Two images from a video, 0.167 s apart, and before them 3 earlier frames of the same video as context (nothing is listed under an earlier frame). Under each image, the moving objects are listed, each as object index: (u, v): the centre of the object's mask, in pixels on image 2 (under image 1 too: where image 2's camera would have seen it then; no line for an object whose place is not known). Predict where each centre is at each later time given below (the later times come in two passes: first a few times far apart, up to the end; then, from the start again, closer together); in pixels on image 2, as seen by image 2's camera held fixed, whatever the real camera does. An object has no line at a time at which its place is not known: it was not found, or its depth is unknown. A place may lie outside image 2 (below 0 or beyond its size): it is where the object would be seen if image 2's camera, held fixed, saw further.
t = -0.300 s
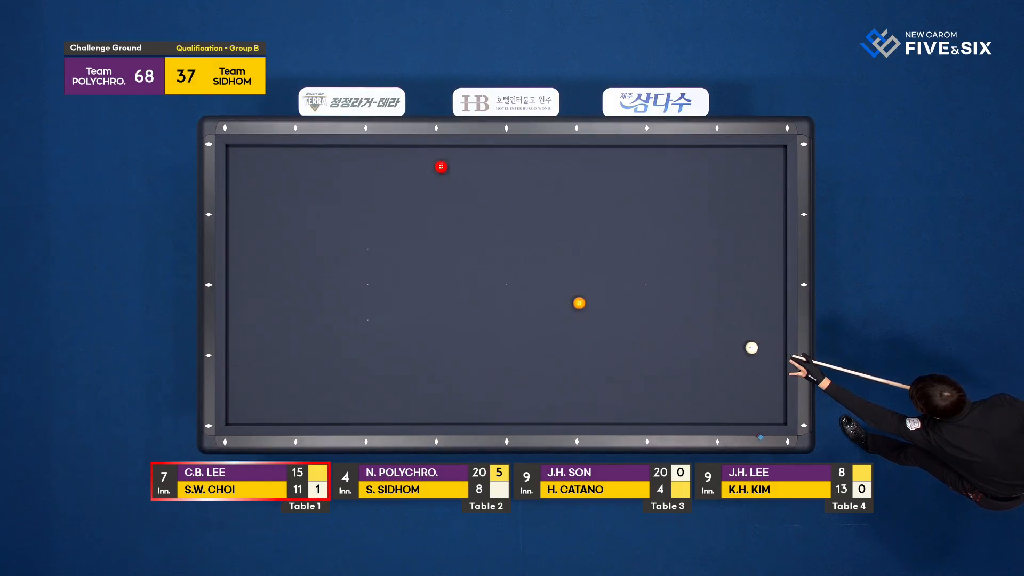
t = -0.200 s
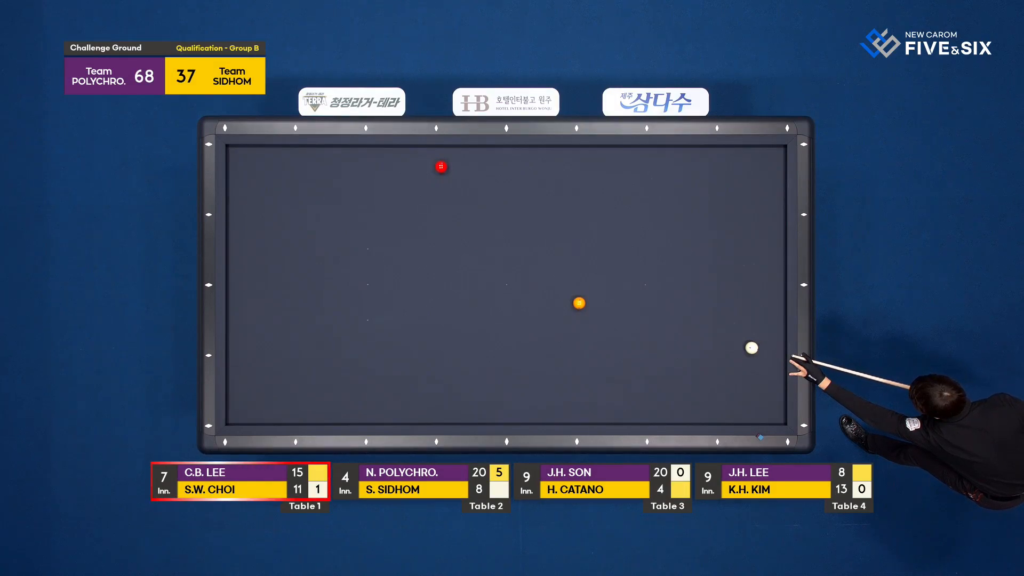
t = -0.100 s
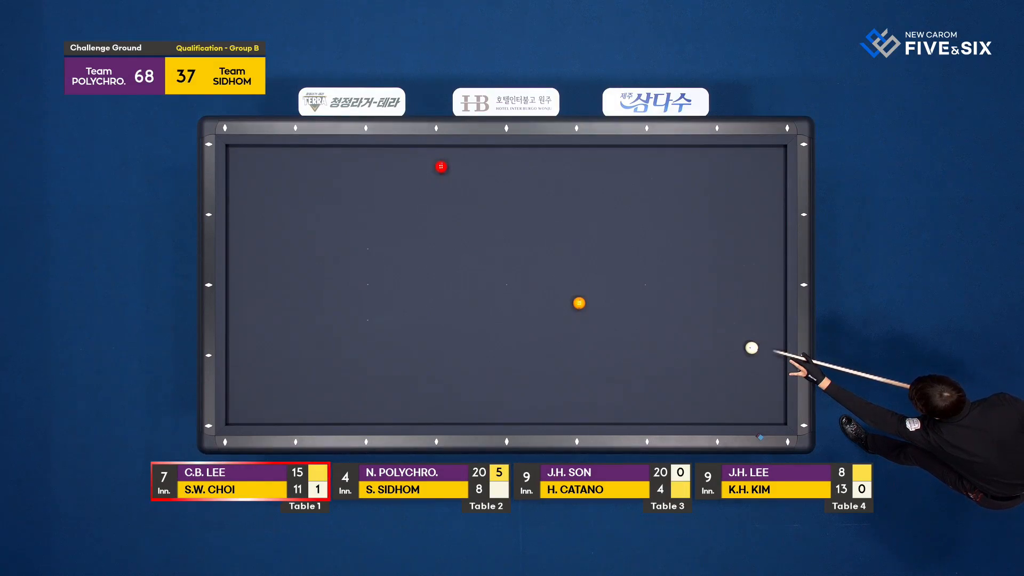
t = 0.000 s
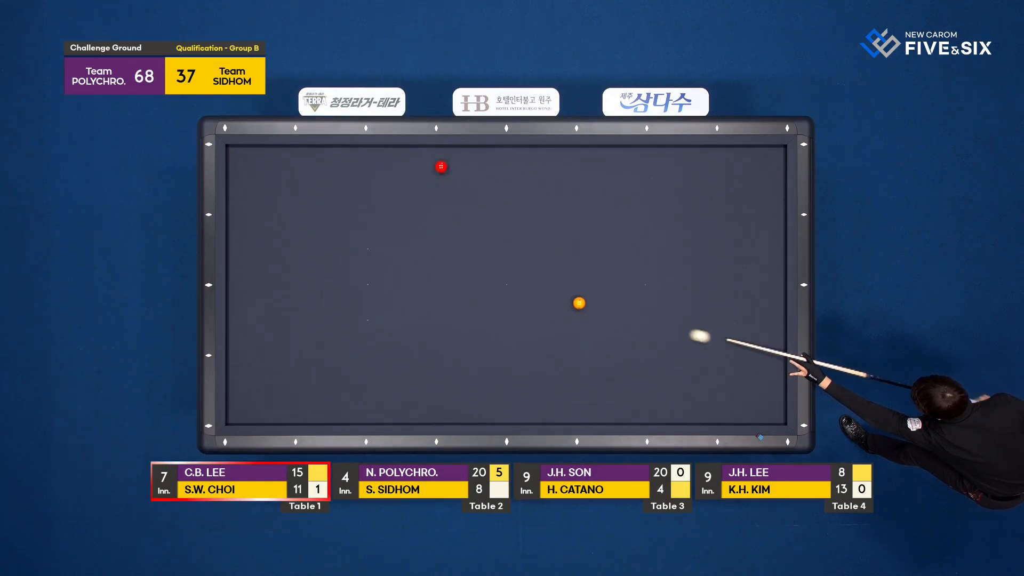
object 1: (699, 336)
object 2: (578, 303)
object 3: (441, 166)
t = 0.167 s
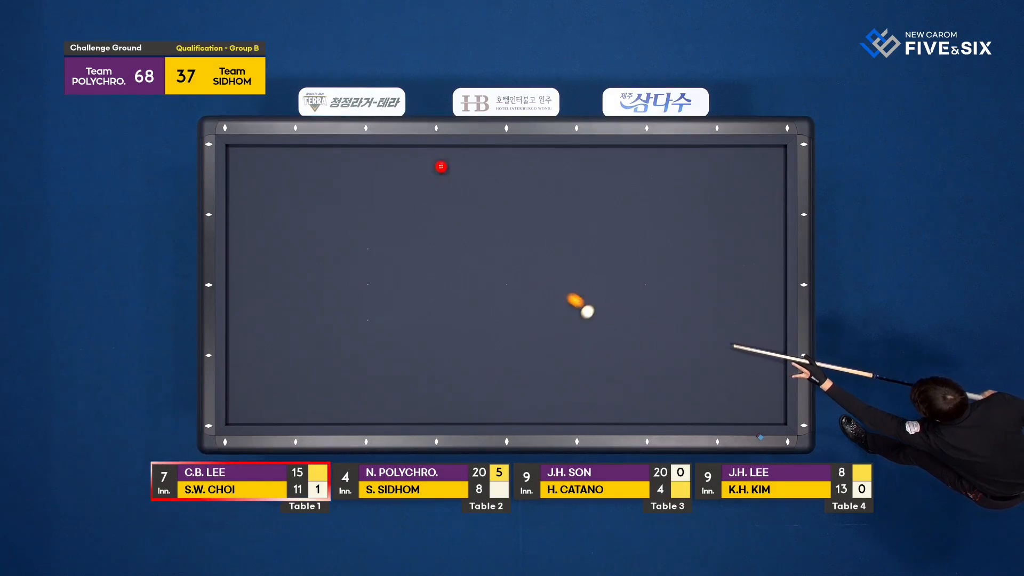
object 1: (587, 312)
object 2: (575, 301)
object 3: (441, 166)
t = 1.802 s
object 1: (331, 386)
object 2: (357, 317)
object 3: (441, 166)
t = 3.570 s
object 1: (320, 260)
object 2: (614, 341)
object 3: (441, 166)
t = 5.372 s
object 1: (433, 161)
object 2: (744, 214)
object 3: (447, 169)
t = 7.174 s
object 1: (462, 164)
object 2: (636, 184)
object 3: (523, 210)
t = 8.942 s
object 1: (467, 164)
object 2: (573, 229)
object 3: (559, 245)
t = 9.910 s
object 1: (467, 164)
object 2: (573, 229)
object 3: (549, 270)
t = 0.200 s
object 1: (582, 318)
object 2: (558, 289)
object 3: (441, 166)
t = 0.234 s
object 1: (576, 323)
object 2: (541, 279)
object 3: (441, 166)
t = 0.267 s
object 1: (571, 328)
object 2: (525, 268)
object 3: (441, 166)
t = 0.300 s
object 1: (566, 333)
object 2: (509, 257)
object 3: (441, 166)
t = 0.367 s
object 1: (556, 342)
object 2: (478, 237)
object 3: (441, 166)
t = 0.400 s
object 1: (551, 345)
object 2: (463, 227)
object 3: (441, 166)
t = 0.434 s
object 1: (546, 349)
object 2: (448, 217)
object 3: (441, 166)
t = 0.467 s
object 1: (541, 352)
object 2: (434, 208)
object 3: (441, 166)
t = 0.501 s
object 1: (536, 356)
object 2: (420, 198)
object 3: (441, 166)
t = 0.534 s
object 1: (531, 359)
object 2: (406, 189)
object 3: (441, 166)
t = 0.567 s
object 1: (526, 363)
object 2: (393, 180)
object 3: (441, 166)
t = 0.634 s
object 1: (516, 370)
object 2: (367, 163)
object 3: (441, 166)
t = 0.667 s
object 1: (511, 373)
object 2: (354, 155)
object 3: (441, 166)
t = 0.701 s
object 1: (507, 377)
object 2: (343, 153)
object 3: (441, 166)
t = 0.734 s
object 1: (502, 380)
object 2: (334, 159)
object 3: (441, 166)
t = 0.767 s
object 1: (497, 384)
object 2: (324, 166)
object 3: (441, 166)
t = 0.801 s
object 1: (492, 387)
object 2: (314, 172)
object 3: (441, 166)
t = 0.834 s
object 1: (487, 391)
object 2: (305, 178)
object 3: (441, 166)
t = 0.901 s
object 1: (477, 398)
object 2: (285, 188)
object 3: (441, 166)
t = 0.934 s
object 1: (473, 401)
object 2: (276, 192)
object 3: (441, 166)
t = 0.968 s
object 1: (468, 404)
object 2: (266, 197)
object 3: (441, 166)
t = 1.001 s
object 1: (463, 408)
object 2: (257, 201)
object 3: (441, 166)
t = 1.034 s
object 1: (458, 411)
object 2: (247, 205)
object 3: (441, 166)
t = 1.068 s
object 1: (454, 415)
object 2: (237, 209)
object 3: (441, 166)
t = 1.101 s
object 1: (449, 418)
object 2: (233, 213)
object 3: (441, 166)
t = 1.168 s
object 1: (438, 415)
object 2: (248, 224)
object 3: (441, 166)
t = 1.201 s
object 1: (432, 413)
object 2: (256, 229)
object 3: (441, 166)
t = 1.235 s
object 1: (426, 411)
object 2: (263, 234)
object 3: (441, 166)
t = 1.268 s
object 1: (421, 410)
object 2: (270, 239)
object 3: (441, 166)
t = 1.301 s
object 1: (415, 408)
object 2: (276, 244)
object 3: (441, 166)
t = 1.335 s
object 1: (409, 407)
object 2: (282, 249)
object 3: (441, 166)
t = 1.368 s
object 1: (404, 405)
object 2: (287, 254)
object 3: (441, 166)
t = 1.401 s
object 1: (398, 404)
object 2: (293, 259)
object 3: (441, 166)
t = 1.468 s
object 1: (387, 401)
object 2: (304, 268)
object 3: (441, 166)
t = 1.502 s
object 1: (381, 400)
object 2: (309, 273)
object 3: (441, 166)
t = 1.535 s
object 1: (376, 398)
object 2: (315, 278)
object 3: (441, 166)
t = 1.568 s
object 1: (370, 397)
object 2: (320, 283)
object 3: (441, 166)
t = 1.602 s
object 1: (364, 395)
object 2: (325, 288)
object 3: (441, 166)
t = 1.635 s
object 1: (359, 394)
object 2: (331, 293)
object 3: (441, 166)
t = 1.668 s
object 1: (353, 392)
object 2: (336, 298)
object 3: (441, 166)
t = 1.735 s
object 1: (342, 389)
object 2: (347, 307)
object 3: (441, 166)
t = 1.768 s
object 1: (337, 388)
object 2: (352, 312)
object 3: (441, 166)
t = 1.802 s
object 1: (331, 386)
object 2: (357, 317)
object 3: (441, 166)
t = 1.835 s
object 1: (326, 385)
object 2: (362, 321)
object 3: (441, 166)
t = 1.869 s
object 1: (320, 384)
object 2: (368, 326)
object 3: (441, 166)
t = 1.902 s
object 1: (315, 382)
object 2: (373, 331)
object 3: (441, 166)
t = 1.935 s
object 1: (309, 381)
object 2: (378, 336)
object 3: (441, 166)
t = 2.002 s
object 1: (299, 378)
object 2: (389, 345)
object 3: (441, 166)
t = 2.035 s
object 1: (293, 376)
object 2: (394, 350)
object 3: (441, 166)
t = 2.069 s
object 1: (288, 375)
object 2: (399, 354)
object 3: (441, 166)
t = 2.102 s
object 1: (282, 374)
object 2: (404, 359)
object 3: (441, 166)
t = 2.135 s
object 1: (277, 372)
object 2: (410, 364)
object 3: (441, 166)
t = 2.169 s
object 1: (271, 371)
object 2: (415, 369)
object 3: (441, 166)
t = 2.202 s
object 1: (266, 369)
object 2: (420, 373)
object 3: (441, 166)
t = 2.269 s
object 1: (255, 367)
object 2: (430, 382)
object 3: (441, 166)
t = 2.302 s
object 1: (250, 365)
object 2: (436, 387)
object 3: (441, 166)
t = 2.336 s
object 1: (245, 364)
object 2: (440, 392)
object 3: (441, 166)
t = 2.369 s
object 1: (239, 362)
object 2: (446, 396)
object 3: (441, 166)
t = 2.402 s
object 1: (234, 361)
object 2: (451, 401)
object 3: (441, 166)
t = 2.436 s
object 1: (233, 359)
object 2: (456, 406)
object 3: (441, 166)
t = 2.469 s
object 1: (237, 356)
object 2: (461, 410)
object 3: (441, 166)
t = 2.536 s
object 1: (244, 349)
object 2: (471, 419)
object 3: (441, 166)
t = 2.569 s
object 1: (248, 346)
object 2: (476, 416)
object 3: (441, 166)
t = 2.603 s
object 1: (250, 343)
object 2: (481, 413)
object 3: (441, 166)
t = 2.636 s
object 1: (253, 340)
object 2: (485, 410)
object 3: (441, 166)
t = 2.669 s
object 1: (255, 337)
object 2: (490, 407)
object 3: (441, 166)
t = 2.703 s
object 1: (258, 334)
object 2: (495, 405)
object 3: (441, 166)
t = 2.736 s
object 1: (260, 331)
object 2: (500, 402)
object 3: (441, 166)
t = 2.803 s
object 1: (265, 325)
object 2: (509, 397)
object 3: (441, 166)
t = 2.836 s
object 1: (268, 322)
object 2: (514, 395)
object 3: (441, 166)
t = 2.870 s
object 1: (270, 319)
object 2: (518, 392)
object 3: (441, 166)
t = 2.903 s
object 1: (273, 316)
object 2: (522, 390)
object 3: (441, 166)
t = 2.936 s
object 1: (275, 314)
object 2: (528, 387)
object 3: (441, 166)
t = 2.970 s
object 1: (278, 311)
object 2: (532, 385)
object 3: (441, 166)
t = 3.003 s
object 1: (280, 308)
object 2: (537, 382)
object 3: (441, 166)
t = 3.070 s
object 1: (285, 302)
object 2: (546, 377)
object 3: (441, 166)
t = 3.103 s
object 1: (287, 299)
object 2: (550, 375)
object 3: (441, 166)
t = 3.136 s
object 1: (289, 296)
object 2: (555, 373)
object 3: (441, 166)
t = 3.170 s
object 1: (292, 294)
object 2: (560, 370)
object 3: (441, 166)
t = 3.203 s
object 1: (294, 291)
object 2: (564, 367)
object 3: (441, 166)
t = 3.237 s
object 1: (297, 288)
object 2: (569, 365)
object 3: (441, 166)
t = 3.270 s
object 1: (299, 285)
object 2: (573, 363)
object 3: (441, 166)
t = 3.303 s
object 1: (301, 282)
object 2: (578, 360)
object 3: (441, 166)
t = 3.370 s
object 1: (306, 277)
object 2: (587, 355)
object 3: (441, 166)
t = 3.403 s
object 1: (308, 274)
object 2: (591, 353)
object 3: (441, 166)
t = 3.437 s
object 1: (311, 271)
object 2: (596, 350)
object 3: (441, 166)
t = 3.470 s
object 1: (313, 268)
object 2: (600, 348)
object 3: (441, 166)
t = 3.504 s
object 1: (315, 266)
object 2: (605, 346)
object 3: (441, 166)
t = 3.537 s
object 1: (317, 263)
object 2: (609, 343)
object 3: (441, 166)
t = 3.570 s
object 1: (320, 260)
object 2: (614, 341)
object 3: (441, 166)
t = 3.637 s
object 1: (324, 255)
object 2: (623, 336)
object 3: (441, 166)
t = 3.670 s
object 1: (326, 252)
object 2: (627, 334)
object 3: (441, 166)
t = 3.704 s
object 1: (329, 249)
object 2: (632, 332)
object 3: (441, 166)
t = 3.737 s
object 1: (331, 247)
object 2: (636, 329)
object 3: (441, 166)
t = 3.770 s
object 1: (333, 244)
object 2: (640, 327)
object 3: (441, 166)
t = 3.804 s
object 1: (335, 241)
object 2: (645, 324)
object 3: (441, 166)
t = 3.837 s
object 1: (338, 239)
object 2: (649, 322)
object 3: (441, 166)
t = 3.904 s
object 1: (342, 233)
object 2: (658, 317)
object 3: (441, 166)
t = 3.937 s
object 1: (344, 230)
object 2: (662, 315)
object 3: (441, 166)
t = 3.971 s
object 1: (346, 228)
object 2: (667, 313)
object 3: (441, 166)
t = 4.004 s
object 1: (349, 225)
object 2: (671, 310)
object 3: (441, 166)
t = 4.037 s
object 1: (351, 223)
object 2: (675, 308)
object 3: (441, 166)
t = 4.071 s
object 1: (353, 220)
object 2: (679, 306)
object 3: (441, 166)
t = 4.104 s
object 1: (355, 217)
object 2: (684, 303)
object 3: (441, 166)
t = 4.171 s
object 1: (359, 212)
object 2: (692, 299)
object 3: (441, 166)
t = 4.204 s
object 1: (361, 210)
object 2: (697, 296)
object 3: (441, 166)
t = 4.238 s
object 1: (363, 207)
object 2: (701, 294)
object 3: (441, 166)
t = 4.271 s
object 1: (366, 205)
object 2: (705, 292)
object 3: (441, 166)
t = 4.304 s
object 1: (368, 202)
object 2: (710, 290)
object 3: (441, 166)
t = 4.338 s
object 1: (370, 199)
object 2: (714, 287)
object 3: (441, 166)
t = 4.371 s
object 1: (372, 197)
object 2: (718, 285)
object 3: (441, 166)
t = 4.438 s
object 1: (376, 192)
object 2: (727, 281)
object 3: (441, 166)
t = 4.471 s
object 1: (378, 189)
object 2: (731, 278)
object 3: (441, 166)
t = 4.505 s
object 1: (380, 187)
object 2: (735, 276)
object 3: (441, 166)
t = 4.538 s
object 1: (382, 184)
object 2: (739, 274)
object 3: (441, 166)
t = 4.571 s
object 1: (384, 182)
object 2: (743, 272)
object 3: (441, 166)
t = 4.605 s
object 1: (386, 179)
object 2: (748, 269)
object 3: (441, 166)
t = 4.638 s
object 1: (388, 177)
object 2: (752, 267)
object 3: (441, 166)
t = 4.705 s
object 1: (392, 172)
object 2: (760, 263)
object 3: (441, 166)
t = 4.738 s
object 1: (394, 169)
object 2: (764, 260)
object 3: (441, 166)
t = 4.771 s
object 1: (396, 167)
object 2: (769, 258)
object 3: (441, 166)
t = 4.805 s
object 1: (398, 164)
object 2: (773, 256)
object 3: (441, 166)
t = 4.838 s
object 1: (401, 162)
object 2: (777, 254)
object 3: (441, 166)
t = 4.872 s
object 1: (402, 160)
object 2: (780, 252)
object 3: (441, 166)
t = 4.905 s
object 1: (404, 157)
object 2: (777, 249)
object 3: (441, 166)
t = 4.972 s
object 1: (408, 153)
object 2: (772, 244)
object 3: (441, 166)
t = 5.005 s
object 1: (411, 151)
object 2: (769, 241)
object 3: (441, 166)
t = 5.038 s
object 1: (413, 152)
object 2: (767, 239)
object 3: (441, 166)
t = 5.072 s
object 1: (416, 154)
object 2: (765, 236)
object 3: (441, 166)
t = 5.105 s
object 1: (419, 155)
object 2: (762, 234)
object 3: (441, 167)
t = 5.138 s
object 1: (421, 156)
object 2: (760, 231)
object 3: (441, 166)
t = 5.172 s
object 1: (424, 157)
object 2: (758, 229)
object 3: (441, 167)
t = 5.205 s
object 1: (426, 159)
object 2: (756, 226)
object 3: (442, 167)
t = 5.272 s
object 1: (431, 160)
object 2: (751, 222)
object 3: (443, 167)
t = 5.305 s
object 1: (431, 160)
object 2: (749, 219)
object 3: (444, 167)
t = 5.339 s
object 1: (432, 160)
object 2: (747, 216)
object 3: (446, 168)
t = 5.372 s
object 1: (433, 161)
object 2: (744, 214)
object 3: (447, 169)
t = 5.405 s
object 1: (434, 161)
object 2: (742, 212)
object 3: (449, 171)
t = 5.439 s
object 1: (434, 161)
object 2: (740, 209)
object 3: (451, 172)
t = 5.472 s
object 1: (435, 161)
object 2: (738, 207)
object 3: (453, 172)
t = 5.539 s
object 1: (437, 161)
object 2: (733, 202)
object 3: (456, 174)
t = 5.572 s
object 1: (437, 161)
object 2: (731, 199)
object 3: (457, 175)
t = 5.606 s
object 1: (438, 162)
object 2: (729, 197)
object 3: (458, 176)
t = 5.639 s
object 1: (439, 162)
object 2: (727, 195)
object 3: (460, 177)
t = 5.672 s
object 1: (439, 162)
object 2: (725, 192)
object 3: (462, 177)
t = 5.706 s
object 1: (440, 162)
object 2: (722, 190)
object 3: (463, 178)
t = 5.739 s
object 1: (441, 162)
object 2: (720, 188)
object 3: (465, 179)
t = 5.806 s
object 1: (442, 162)
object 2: (716, 183)
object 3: (468, 180)
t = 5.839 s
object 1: (443, 162)
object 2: (714, 180)
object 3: (470, 181)
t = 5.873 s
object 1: (443, 162)
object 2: (711, 178)
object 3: (471, 182)
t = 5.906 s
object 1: (444, 163)
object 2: (709, 176)
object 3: (472, 183)
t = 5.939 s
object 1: (445, 163)
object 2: (707, 173)
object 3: (474, 184)
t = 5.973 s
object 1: (445, 163)
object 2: (705, 171)
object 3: (475, 185)
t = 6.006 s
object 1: (446, 163)
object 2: (703, 169)
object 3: (477, 185)
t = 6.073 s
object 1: (447, 163)
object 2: (699, 164)
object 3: (480, 187)
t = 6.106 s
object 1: (448, 163)
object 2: (697, 162)
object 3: (481, 188)
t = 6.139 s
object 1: (448, 163)
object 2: (695, 160)
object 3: (482, 188)
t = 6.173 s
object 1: (449, 163)
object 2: (693, 158)
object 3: (484, 189)
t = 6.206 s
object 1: (449, 163)
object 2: (691, 155)
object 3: (486, 190)
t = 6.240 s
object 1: (450, 163)
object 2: (688, 153)
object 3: (487, 191)
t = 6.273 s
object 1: (450, 164)
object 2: (687, 151)
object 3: (488, 192)
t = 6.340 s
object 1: (452, 164)
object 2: (683, 154)
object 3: (491, 193)
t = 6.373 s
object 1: (452, 164)
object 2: (681, 155)
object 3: (492, 193)
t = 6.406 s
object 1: (452, 164)
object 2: (679, 157)
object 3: (494, 194)
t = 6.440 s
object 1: (453, 164)
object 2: (677, 158)
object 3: (495, 195)
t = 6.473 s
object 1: (454, 164)
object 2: (675, 159)
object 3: (496, 196)
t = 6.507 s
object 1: (454, 164)
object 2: (673, 160)
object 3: (498, 196)
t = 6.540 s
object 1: (454, 164)
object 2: (671, 162)
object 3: (499, 197)
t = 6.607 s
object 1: (455, 164)
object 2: (667, 164)
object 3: (502, 199)
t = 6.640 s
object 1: (456, 164)
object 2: (665, 165)
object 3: (503, 199)
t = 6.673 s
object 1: (456, 164)
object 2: (664, 166)
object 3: (505, 200)
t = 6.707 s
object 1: (457, 164)
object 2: (661, 168)
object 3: (505, 201)
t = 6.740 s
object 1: (457, 164)
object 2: (660, 169)
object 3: (507, 201)
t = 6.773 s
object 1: (458, 164)
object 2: (658, 170)
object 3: (508, 202)
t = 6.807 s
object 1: (458, 164)
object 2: (656, 171)
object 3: (510, 203)
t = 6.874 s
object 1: (459, 164)
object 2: (652, 174)
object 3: (512, 204)
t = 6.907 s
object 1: (459, 164)
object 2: (651, 175)
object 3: (513, 205)
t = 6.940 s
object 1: (460, 164)
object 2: (649, 176)
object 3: (514, 205)
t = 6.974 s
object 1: (460, 164)
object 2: (647, 177)
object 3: (516, 206)
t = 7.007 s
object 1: (460, 164)
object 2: (645, 178)
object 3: (517, 207)
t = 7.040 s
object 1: (461, 164)
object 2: (644, 179)
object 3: (518, 208)
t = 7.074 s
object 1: (461, 164)
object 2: (642, 181)
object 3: (519, 208)
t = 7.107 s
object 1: (461, 164)
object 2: (640, 182)
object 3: (520, 209)
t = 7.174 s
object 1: (462, 164)
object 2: (636, 184)
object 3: (523, 210)
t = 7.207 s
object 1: (462, 164)
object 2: (635, 185)
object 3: (524, 211)
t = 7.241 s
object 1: (463, 164)
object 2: (633, 187)
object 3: (525, 211)
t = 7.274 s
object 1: (463, 164)
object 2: (631, 188)
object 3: (526, 212)
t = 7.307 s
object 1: (463, 164)
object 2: (630, 189)
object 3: (527, 213)
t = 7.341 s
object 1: (463, 164)
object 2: (628, 190)
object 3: (528, 213)
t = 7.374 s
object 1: (464, 164)
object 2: (626, 191)
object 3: (529, 214)
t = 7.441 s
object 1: (464, 164)
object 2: (623, 193)
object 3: (532, 216)
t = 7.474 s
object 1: (464, 164)
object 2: (621, 194)
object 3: (533, 216)
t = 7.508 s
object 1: (465, 164)
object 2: (620, 195)
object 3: (534, 216)
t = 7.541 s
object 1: (465, 164)
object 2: (618, 196)
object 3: (535, 217)
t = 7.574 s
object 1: (465, 164)
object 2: (616, 197)
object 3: (536, 217)
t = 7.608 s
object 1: (465, 164)
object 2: (615, 198)
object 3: (537, 218)
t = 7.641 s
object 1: (465, 164)
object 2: (613, 200)
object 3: (538, 219)
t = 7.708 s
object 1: (466, 164)
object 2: (610, 202)
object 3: (540, 220)
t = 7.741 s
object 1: (466, 164)
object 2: (608, 203)
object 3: (541, 220)
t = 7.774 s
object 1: (466, 164)
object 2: (607, 204)
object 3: (542, 221)
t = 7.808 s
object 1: (466, 164)
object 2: (605, 205)
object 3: (544, 222)
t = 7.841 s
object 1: (467, 164)
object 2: (603, 206)
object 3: (544, 223)
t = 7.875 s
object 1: (467, 164)
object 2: (602, 207)
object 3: (545, 223)
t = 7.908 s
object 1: (467, 164)
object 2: (600, 208)
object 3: (546, 223)
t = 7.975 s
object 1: (467, 164)
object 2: (598, 210)
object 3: (548, 225)
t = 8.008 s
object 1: (467, 164)
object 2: (596, 211)
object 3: (549, 225)
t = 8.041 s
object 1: (467, 164)
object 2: (594, 212)
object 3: (550, 225)
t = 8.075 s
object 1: (467, 164)
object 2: (593, 213)
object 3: (551, 226)
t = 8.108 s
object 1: (467, 164)
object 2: (592, 214)
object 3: (552, 227)
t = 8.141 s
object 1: (467, 164)
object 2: (590, 215)
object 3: (553, 228)
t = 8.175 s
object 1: (467, 164)
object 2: (589, 216)
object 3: (554, 228)
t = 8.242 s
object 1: (468, 164)
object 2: (586, 218)
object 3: (556, 229)
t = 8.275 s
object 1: (467, 164)
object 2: (584, 219)
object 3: (556, 229)
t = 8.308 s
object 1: (468, 164)
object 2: (583, 220)
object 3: (557, 230)
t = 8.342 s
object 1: (468, 164)
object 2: (582, 221)
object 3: (558, 230)
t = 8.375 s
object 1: (468, 164)
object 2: (580, 222)
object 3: (559, 231)
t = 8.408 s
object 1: (468, 164)
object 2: (579, 223)
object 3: (560, 231)
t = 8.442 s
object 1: (468, 164)
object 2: (577, 224)
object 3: (560, 232)
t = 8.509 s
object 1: (468, 164)
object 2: (575, 226)
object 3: (562, 233)
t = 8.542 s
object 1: (468, 164)
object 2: (574, 227)
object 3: (562, 234)
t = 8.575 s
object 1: (468, 164)
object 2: (573, 228)
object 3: (562, 235)
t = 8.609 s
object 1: (467, 164)
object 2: (573, 228)
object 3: (562, 236)
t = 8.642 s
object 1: (468, 164)
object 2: (573, 228)
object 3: (561, 237)
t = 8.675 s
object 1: (468, 164)
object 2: (573, 228)
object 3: (561, 238)
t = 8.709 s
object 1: (467, 164)
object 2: (573, 228)
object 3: (561, 239)
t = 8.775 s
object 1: (468, 164)
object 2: (573, 229)
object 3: (560, 241)
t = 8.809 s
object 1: (468, 164)
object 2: (573, 229)
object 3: (560, 242)
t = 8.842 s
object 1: (468, 164)
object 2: (574, 229)
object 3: (560, 242)
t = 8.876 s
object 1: (468, 164)
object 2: (574, 229)
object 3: (559, 243)
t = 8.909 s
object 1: (468, 164)
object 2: (574, 229)
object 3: (559, 244)
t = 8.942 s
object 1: (467, 164)
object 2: (573, 229)
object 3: (559, 245)
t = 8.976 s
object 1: (468, 164)
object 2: (573, 229)
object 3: (559, 246)
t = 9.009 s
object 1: (468, 164)
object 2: (573, 229)
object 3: (558, 247)
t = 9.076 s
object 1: (467, 164)
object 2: (573, 229)
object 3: (558, 249)
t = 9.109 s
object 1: (467, 164)
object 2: (573, 229)
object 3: (557, 250)
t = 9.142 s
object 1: (467, 164)
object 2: (573, 229)
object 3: (557, 251)
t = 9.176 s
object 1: (468, 164)
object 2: (573, 229)
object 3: (556, 252)
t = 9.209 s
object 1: (468, 164)
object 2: (573, 229)
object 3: (556, 253)
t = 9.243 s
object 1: (467, 164)
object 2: (573, 229)
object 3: (555, 254)
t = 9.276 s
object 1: (467, 164)
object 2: (573, 229)
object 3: (555, 255)
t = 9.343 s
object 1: (468, 164)
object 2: (573, 230)
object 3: (554, 257)
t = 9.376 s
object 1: (468, 164)
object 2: (573, 230)
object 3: (554, 257)
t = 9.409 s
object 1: (468, 164)
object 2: (573, 230)
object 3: (554, 259)
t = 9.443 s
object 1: (468, 164)
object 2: (573, 230)
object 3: (553, 259)
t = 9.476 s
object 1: (468, 164)
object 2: (573, 230)
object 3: (553, 260)
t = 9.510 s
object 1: (468, 164)
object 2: (573, 230)
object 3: (553, 261)
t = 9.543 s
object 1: (468, 164)
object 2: (573, 230)
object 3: (552, 262)
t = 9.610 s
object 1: (468, 164)
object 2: (573, 230)
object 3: (552, 263)
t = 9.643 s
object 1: (468, 164)
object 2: (573, 230)
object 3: (551, 264)
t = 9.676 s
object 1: (468, 164)
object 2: (573, 230)
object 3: (551, 265)
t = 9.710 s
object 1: (468, 164)
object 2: (573, 230)
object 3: (551, 266)
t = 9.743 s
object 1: (468, 164)
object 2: (573, 230)
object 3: (551, 266)
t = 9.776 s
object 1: (468, 164)
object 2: (573, 230)
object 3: (550, 267)
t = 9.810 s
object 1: (467, 164)
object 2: (573, 230)
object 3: (550, 268)
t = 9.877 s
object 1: (467, 164)
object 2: (573, 230)
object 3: (549, 269)
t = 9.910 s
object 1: (467, 164)
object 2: (573, 229)
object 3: (549, 270)
